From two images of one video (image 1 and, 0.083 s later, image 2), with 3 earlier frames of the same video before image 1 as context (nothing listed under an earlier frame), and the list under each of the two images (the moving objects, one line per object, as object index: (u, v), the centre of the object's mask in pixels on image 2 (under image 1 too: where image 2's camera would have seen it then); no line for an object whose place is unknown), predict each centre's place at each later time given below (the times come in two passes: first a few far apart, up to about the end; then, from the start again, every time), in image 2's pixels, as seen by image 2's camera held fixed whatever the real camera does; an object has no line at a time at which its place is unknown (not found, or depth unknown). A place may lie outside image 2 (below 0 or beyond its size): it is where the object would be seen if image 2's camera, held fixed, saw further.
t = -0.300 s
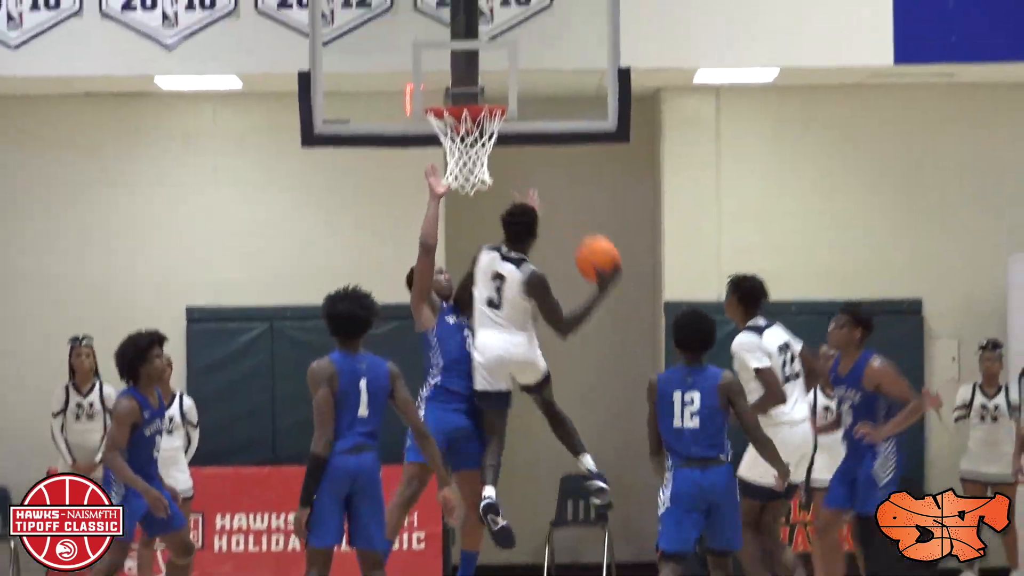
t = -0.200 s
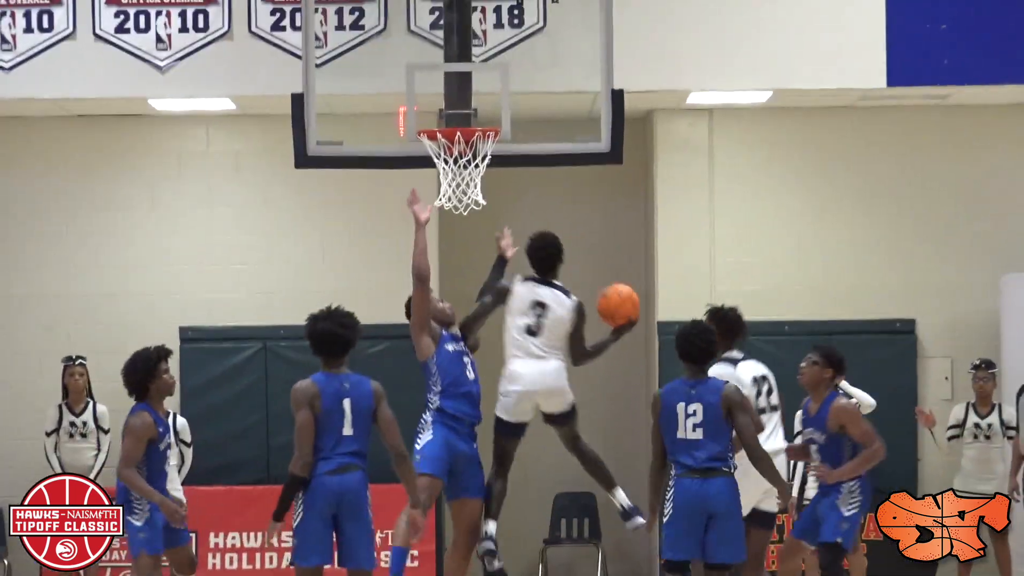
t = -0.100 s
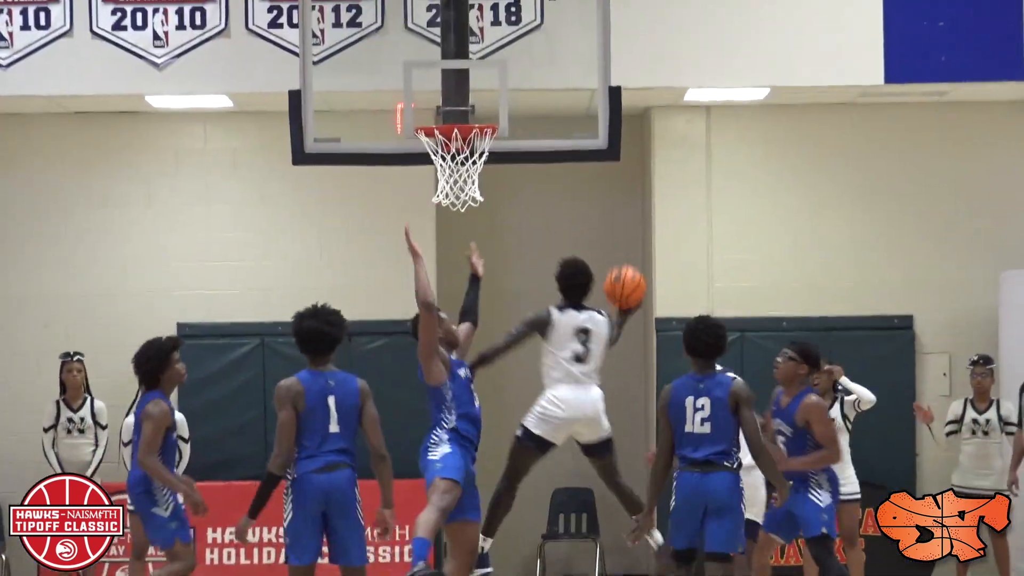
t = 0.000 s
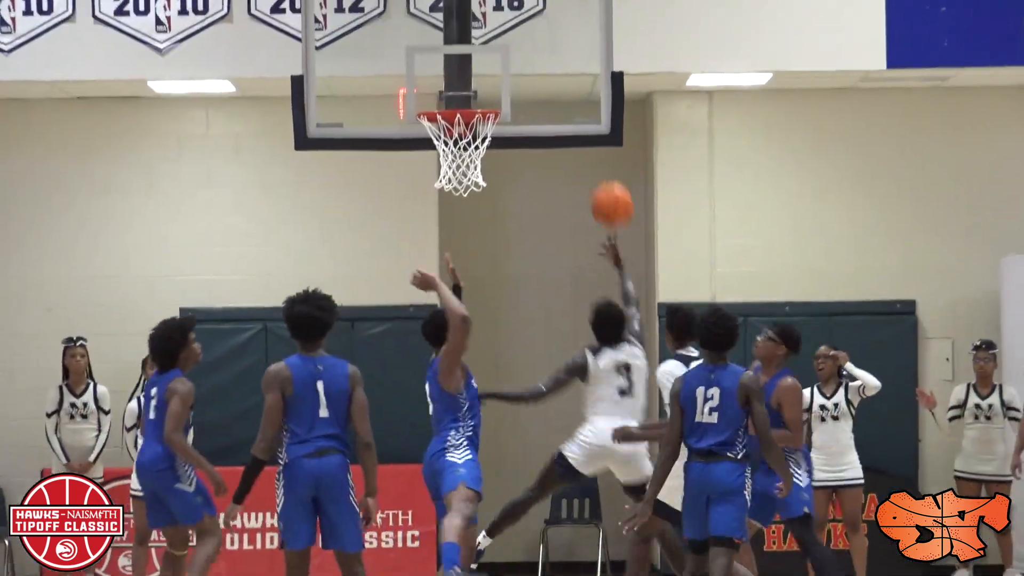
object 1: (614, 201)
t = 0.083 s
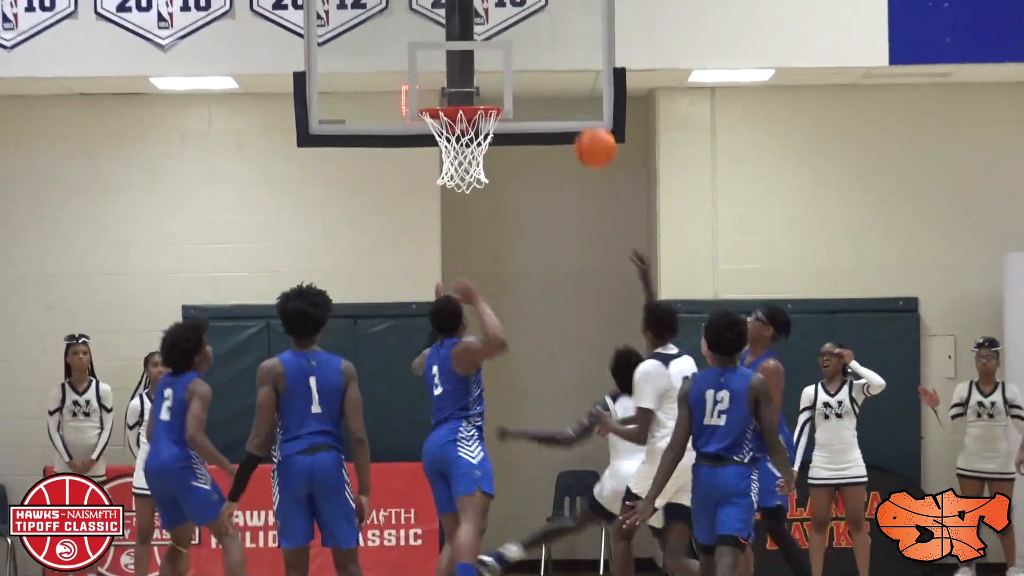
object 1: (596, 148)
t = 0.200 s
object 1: (570, 92)
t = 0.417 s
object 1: (524, 50)
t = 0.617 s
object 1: (484, 81)
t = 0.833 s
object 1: (434, 90)
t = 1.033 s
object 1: (420, 81)
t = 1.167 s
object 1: (403, 88)
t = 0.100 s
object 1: (592, 138)
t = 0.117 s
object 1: (588, 129)
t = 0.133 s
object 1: (585, 121)
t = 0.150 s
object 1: (581, 113)
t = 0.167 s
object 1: (578, 105)
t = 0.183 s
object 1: (574, 99)
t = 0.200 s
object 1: (570, 92)
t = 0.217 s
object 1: (566, 86)
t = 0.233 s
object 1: (563, 80)
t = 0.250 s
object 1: (559, 75)
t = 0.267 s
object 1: (555, 71)
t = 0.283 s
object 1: (552, 66)
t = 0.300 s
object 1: (548, 63)
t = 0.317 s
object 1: (545, 60)
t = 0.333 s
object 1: (541, 56)
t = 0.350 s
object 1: (538, 54)
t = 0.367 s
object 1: (535, 53)
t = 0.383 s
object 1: (531, 51)
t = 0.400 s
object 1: (528, 50)
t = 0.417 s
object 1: (524, 50)
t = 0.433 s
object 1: (521, 50)
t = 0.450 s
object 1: (517, 50)
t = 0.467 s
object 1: (514, 51)
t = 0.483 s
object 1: (511, 52)
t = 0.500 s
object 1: (508, 54)
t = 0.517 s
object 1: (504, 57)
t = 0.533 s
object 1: (501, 60)
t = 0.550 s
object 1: (498, 63)
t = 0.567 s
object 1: (494, 67)
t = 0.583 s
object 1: (491, 71)
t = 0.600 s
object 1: (488, 76)
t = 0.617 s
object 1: (484, 81)
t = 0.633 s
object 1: (481, 86)
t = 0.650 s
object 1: (478, 90)
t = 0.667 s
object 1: (474, 93)
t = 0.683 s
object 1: (470, 93)
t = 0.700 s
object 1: (466, 92)
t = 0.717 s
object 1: (462, 91)
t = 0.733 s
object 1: (458, 91)
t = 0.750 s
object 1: (454, 90)
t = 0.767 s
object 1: (449, 90)
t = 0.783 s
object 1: (444, 90)
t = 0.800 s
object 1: (440, 91)
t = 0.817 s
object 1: (436, 91)
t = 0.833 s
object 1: (434, 90)
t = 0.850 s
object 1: (433, 87)
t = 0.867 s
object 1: (432, 84)
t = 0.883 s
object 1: (431, 82)
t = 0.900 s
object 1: (429, 80)
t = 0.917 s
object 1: (428, 79)
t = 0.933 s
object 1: (427, 78)
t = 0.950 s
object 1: (426, 77)
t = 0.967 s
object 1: (425, 77)
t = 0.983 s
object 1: (423, 78)
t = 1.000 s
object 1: (422, 79)
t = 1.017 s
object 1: (421, 80)
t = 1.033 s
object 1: (420, 81)
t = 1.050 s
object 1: (419, 84)
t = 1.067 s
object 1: (417, 86)
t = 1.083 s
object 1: (416, 89)
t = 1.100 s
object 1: (413, 88)
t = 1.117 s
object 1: (411, 88)
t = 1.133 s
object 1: (408, 87)
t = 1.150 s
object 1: (405, 87)
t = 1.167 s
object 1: (403, 88)
